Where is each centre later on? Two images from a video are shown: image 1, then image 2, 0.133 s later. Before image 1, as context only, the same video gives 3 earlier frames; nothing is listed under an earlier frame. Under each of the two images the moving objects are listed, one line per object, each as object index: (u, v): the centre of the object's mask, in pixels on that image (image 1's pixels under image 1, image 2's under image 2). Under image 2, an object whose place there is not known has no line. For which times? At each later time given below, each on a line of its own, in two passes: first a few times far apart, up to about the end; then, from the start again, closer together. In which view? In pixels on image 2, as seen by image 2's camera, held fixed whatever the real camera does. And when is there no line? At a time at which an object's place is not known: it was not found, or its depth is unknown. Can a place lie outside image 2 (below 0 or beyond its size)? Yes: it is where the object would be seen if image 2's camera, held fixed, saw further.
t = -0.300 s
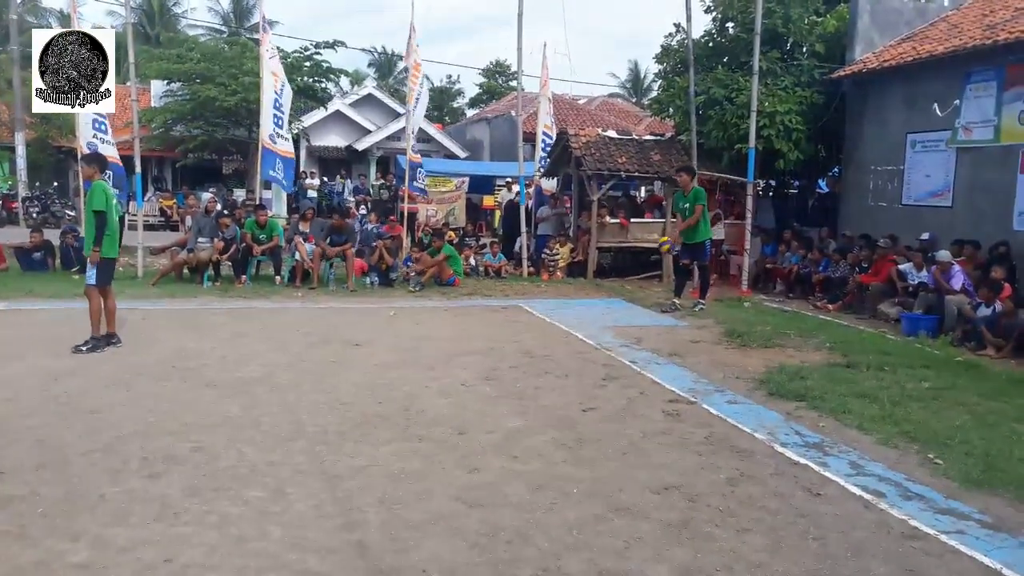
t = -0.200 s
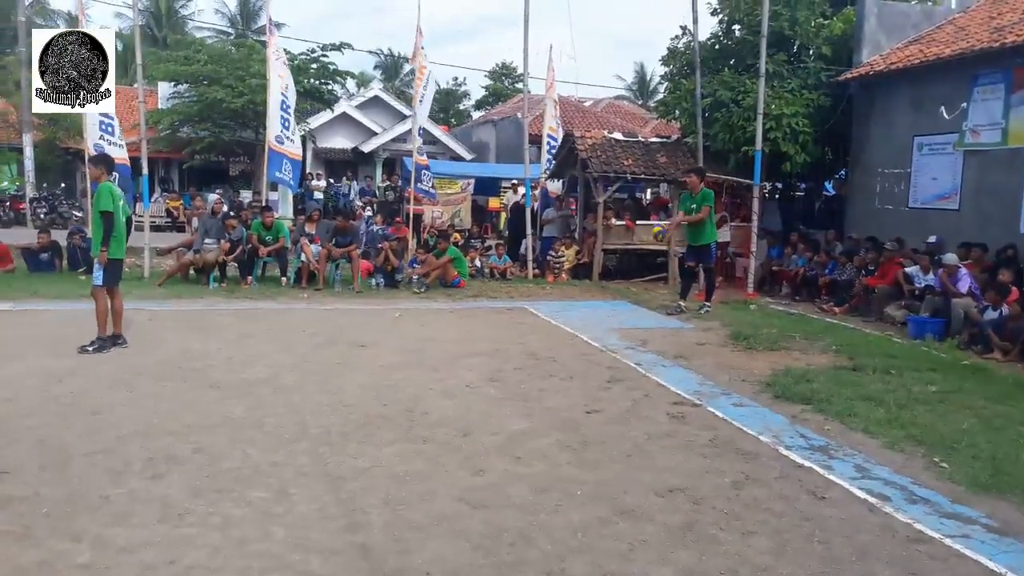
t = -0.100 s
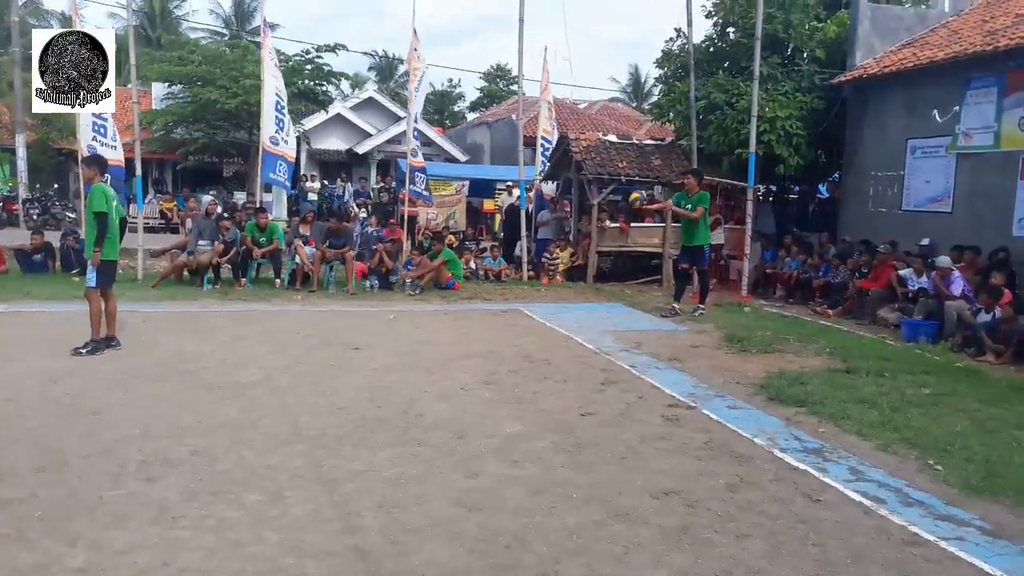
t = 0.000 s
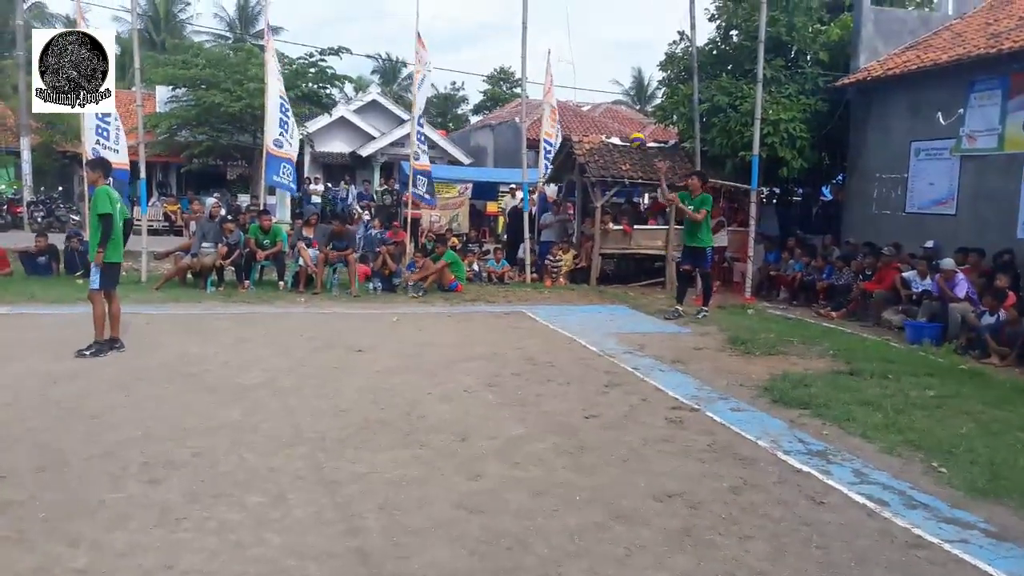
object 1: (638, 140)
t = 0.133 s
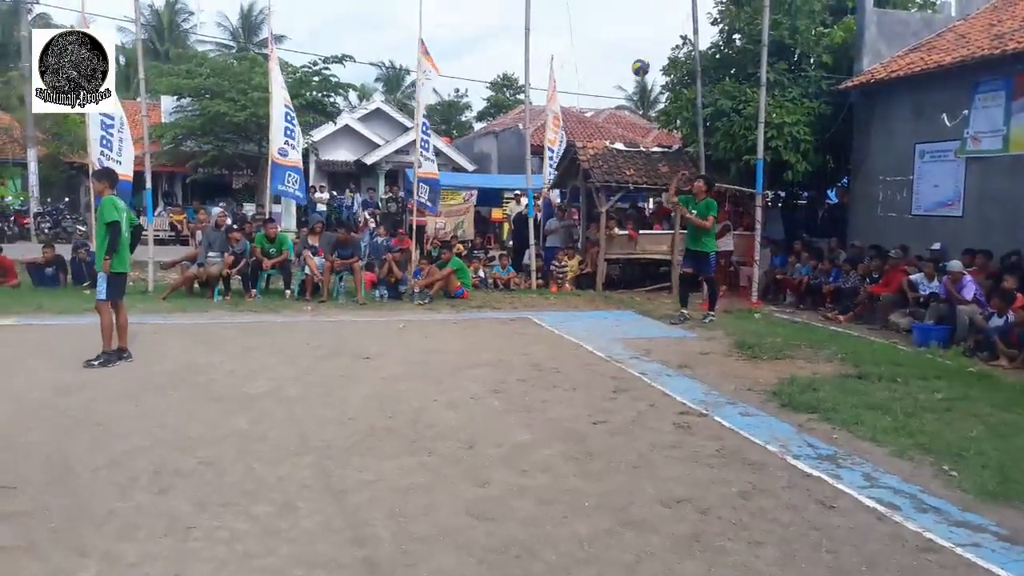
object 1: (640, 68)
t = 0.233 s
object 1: (639, 17)
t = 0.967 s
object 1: (599, -88)
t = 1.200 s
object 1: (584, -18)
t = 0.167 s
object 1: (640, 50)
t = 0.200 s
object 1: (639, 33)
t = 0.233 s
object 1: (639, 17)
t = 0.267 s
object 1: (638, 3)
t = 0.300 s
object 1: (636, -5)
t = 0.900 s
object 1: (604, -96)
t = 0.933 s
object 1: (600, -95)
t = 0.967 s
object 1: (599, -88)
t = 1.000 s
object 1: (597, -80)
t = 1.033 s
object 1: (595, -74)
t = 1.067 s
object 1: (592, -65)
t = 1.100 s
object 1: (590, -55)
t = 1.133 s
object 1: (589, -44)
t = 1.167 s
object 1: (586, -32)
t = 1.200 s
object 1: (584, -18)
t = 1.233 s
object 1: (582, -4)
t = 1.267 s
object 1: (578, 9)
